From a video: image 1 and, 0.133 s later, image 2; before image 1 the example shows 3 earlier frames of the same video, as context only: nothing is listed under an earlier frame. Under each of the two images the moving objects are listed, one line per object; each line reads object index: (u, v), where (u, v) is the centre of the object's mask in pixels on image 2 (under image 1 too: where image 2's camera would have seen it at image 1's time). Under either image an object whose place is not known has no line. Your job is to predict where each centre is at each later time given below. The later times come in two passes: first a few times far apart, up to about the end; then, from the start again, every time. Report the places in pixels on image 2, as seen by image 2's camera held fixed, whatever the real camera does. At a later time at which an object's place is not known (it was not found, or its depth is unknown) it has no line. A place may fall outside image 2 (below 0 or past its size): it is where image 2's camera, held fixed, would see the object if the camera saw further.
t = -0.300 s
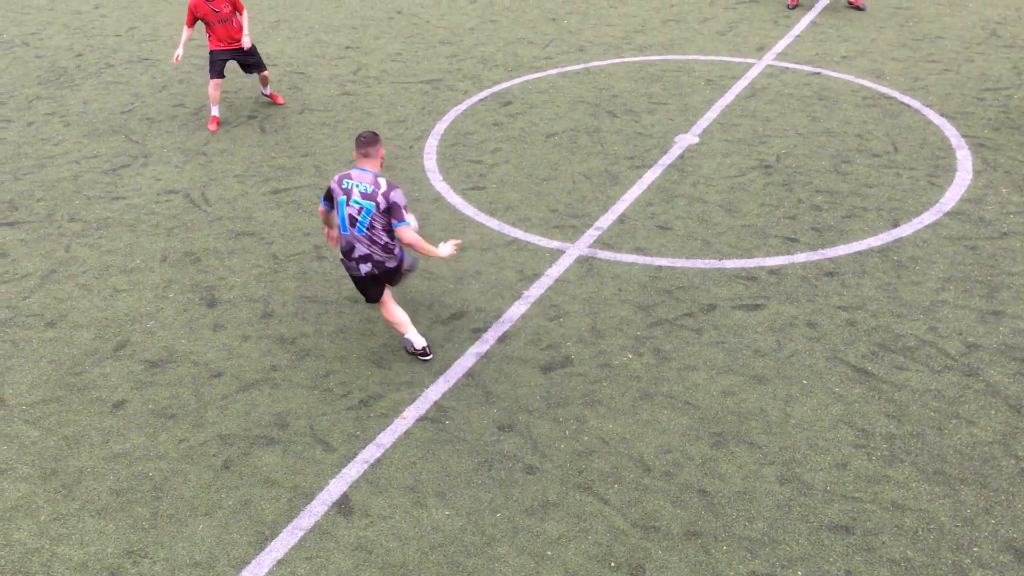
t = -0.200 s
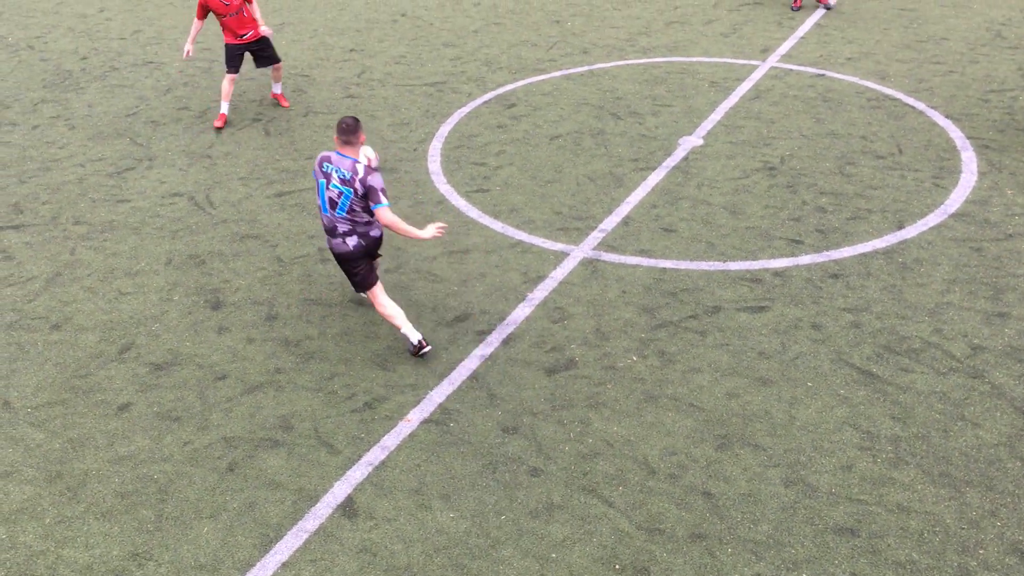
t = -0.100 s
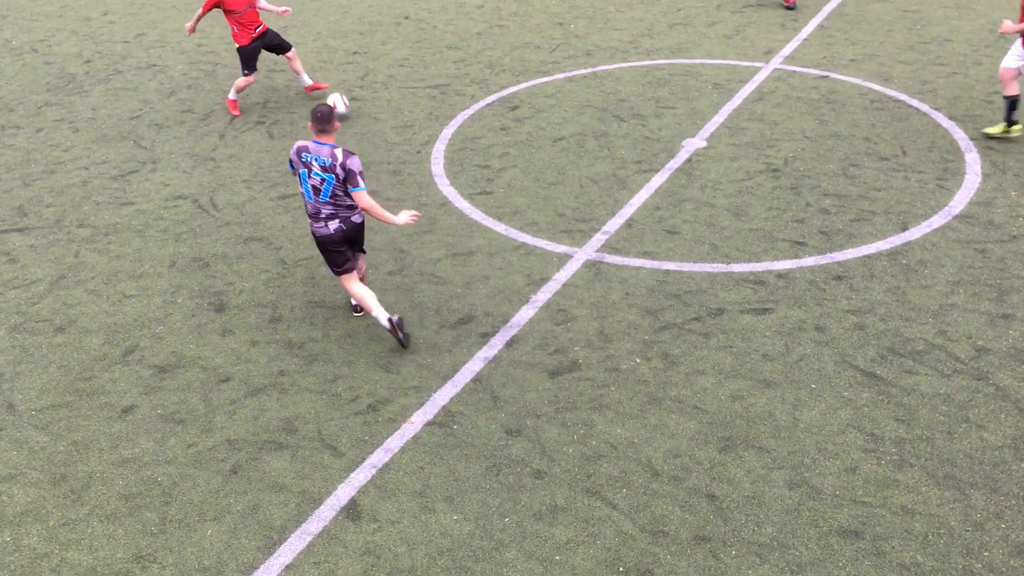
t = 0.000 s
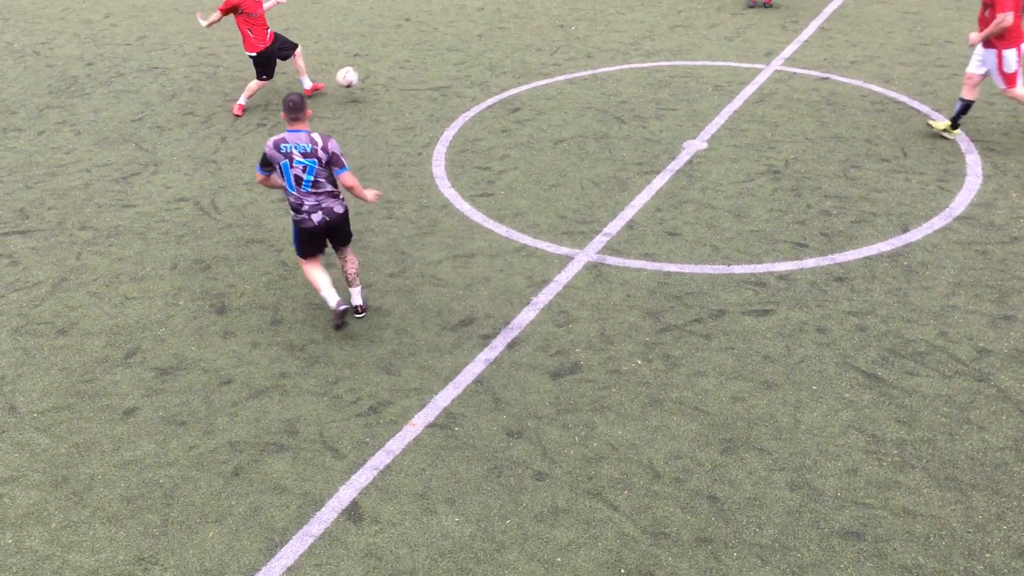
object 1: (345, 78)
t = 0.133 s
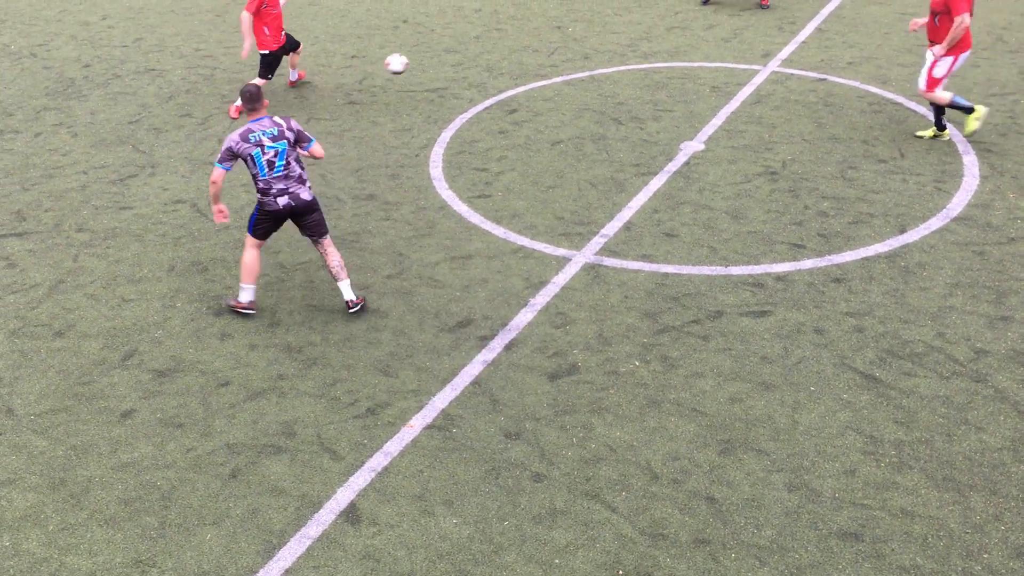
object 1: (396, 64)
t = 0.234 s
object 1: (437, 63)
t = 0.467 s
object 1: (534, 94)
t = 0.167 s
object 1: (410, 62)
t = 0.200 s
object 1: (423, 62)
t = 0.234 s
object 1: (437, 63)
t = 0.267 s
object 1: (450, 63)
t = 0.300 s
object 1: (465, 67)
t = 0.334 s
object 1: (478, 70)
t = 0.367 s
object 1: (492, 74)
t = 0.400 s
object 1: (506, 80)
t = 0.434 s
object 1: (520, 86)
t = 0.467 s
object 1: (534, 94)
